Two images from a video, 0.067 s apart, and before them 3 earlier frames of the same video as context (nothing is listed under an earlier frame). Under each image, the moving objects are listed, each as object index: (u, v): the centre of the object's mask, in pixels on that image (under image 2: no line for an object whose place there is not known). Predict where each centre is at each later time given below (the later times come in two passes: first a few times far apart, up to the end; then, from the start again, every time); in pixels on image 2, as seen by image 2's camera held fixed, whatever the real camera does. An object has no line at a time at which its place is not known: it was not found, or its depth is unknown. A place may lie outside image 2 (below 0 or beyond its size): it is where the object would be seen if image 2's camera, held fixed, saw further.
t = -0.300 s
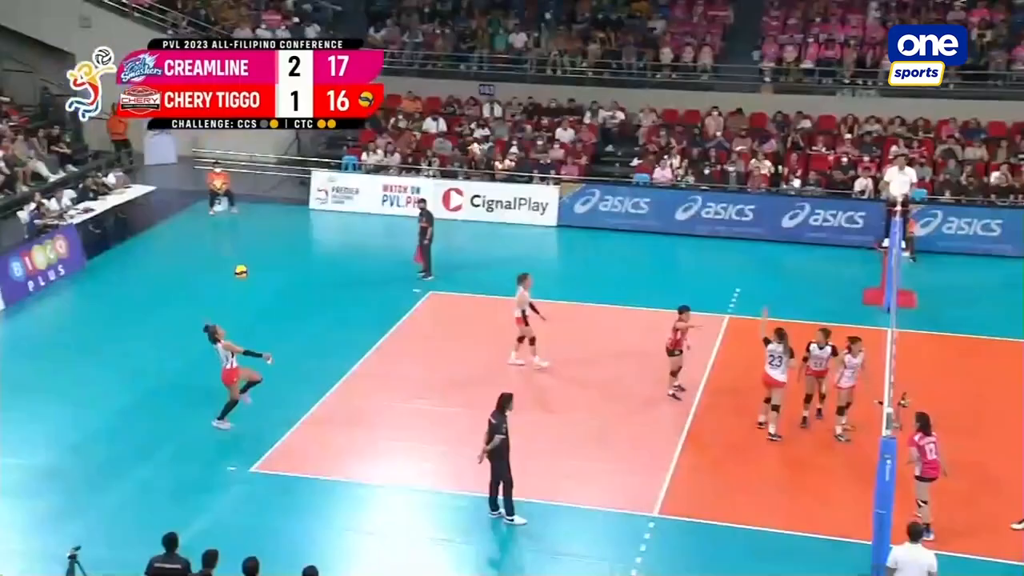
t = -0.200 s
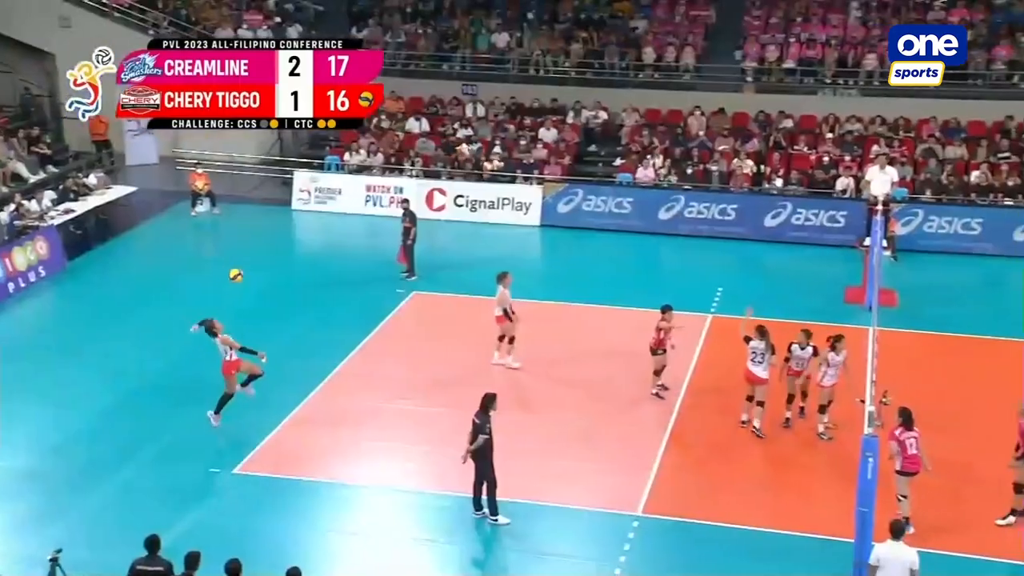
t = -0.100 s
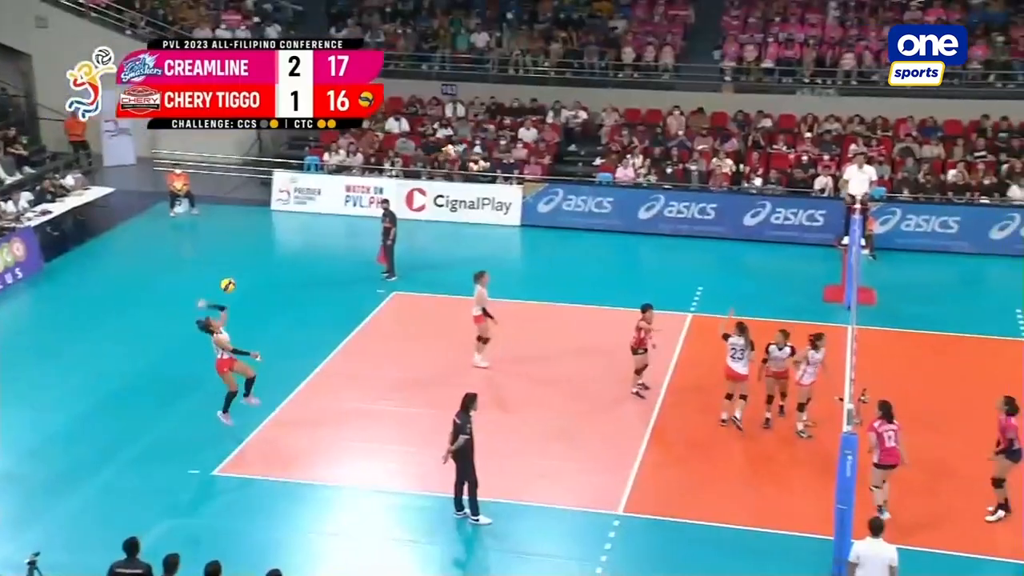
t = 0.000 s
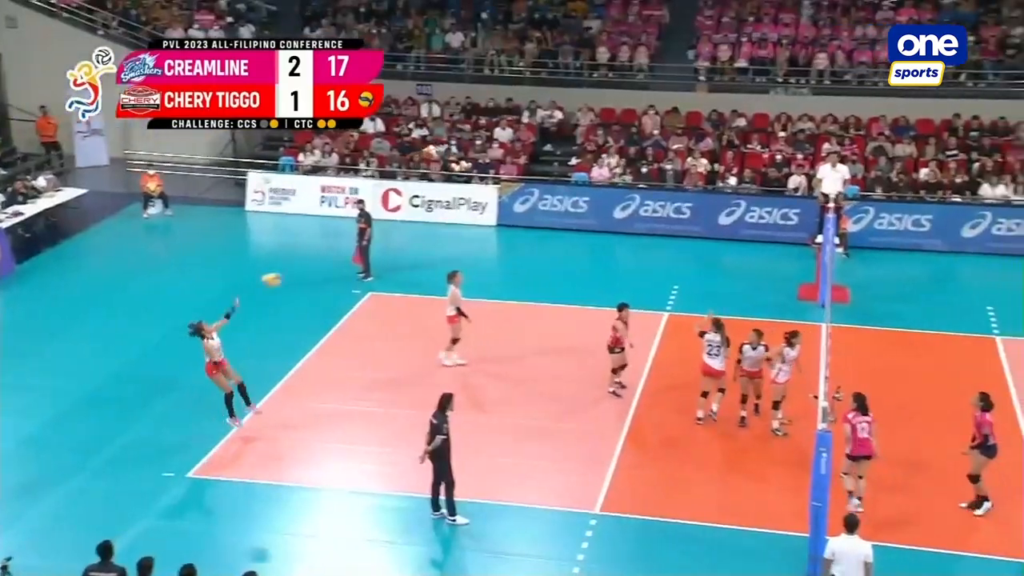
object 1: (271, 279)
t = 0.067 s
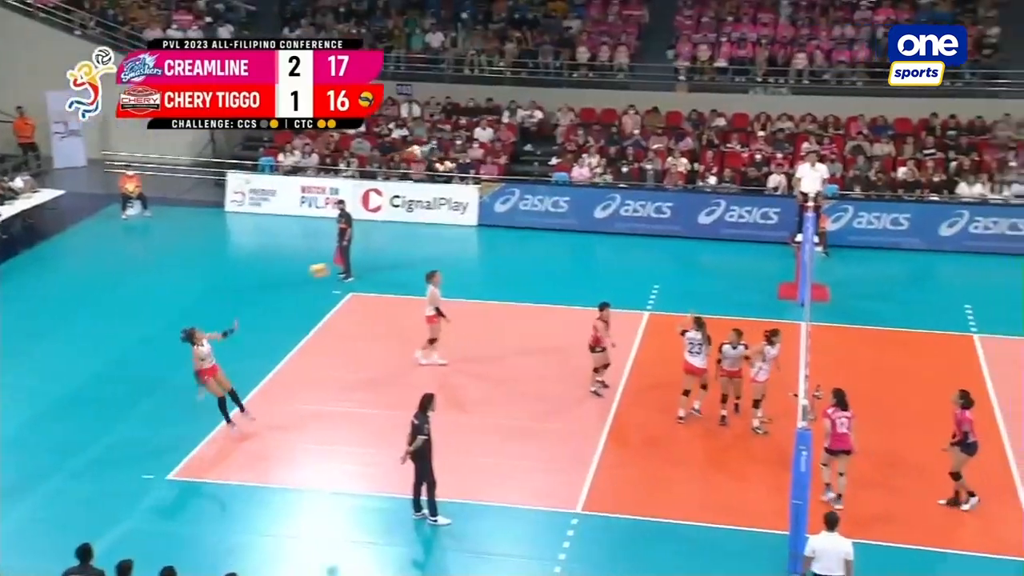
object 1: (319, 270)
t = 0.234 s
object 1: (483, 254)
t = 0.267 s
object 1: (515, 252)
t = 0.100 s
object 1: (352, 265)
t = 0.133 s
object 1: (385, 261)
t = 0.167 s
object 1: (418, 259)
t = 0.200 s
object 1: (451, 256)
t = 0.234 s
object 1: (483, 254)
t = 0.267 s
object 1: (515, 252)
